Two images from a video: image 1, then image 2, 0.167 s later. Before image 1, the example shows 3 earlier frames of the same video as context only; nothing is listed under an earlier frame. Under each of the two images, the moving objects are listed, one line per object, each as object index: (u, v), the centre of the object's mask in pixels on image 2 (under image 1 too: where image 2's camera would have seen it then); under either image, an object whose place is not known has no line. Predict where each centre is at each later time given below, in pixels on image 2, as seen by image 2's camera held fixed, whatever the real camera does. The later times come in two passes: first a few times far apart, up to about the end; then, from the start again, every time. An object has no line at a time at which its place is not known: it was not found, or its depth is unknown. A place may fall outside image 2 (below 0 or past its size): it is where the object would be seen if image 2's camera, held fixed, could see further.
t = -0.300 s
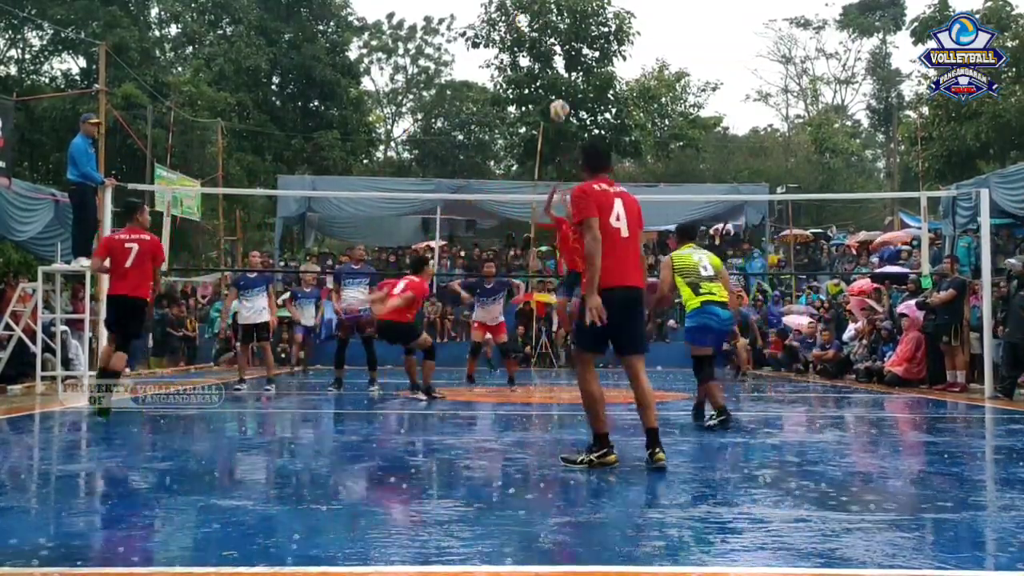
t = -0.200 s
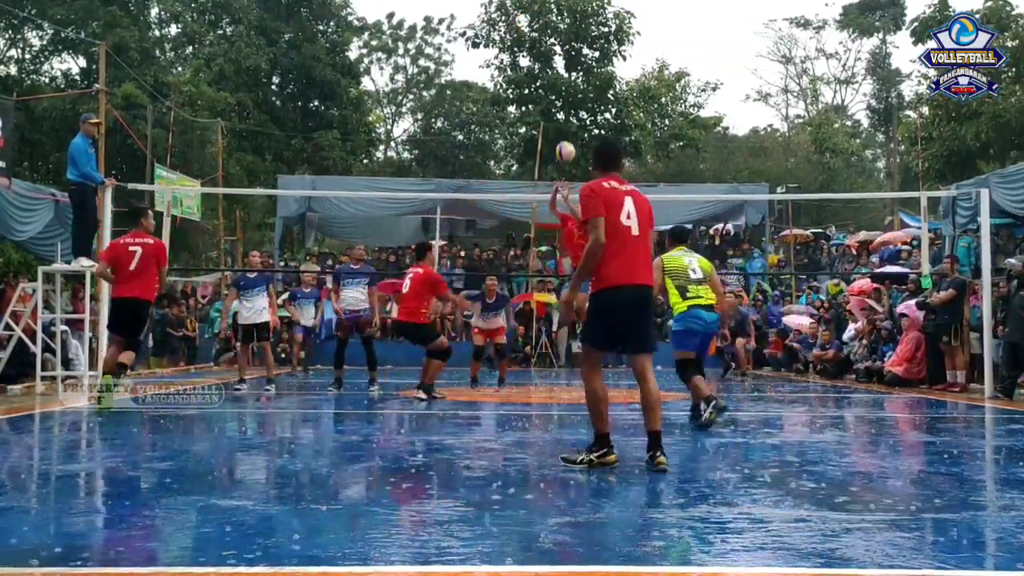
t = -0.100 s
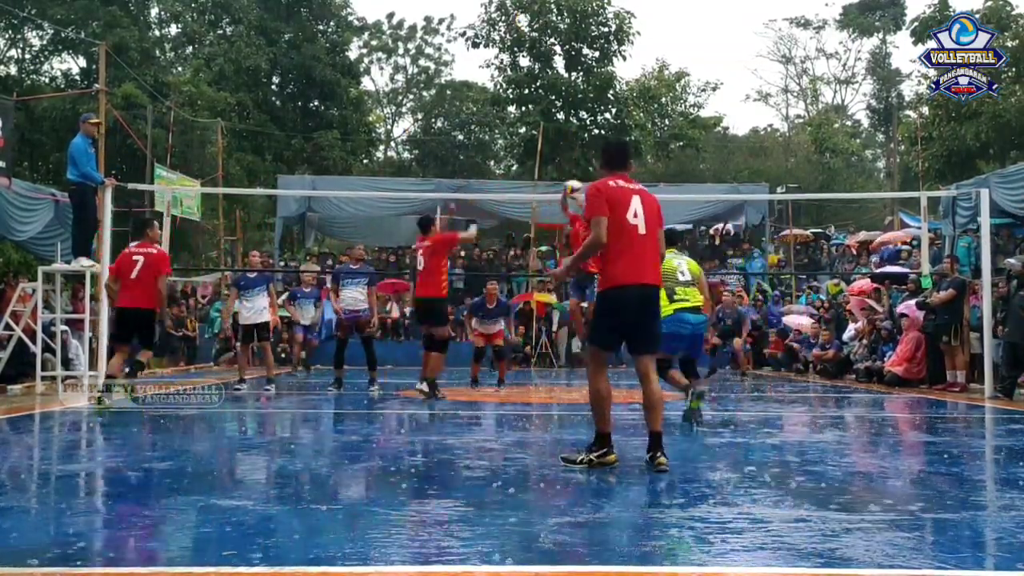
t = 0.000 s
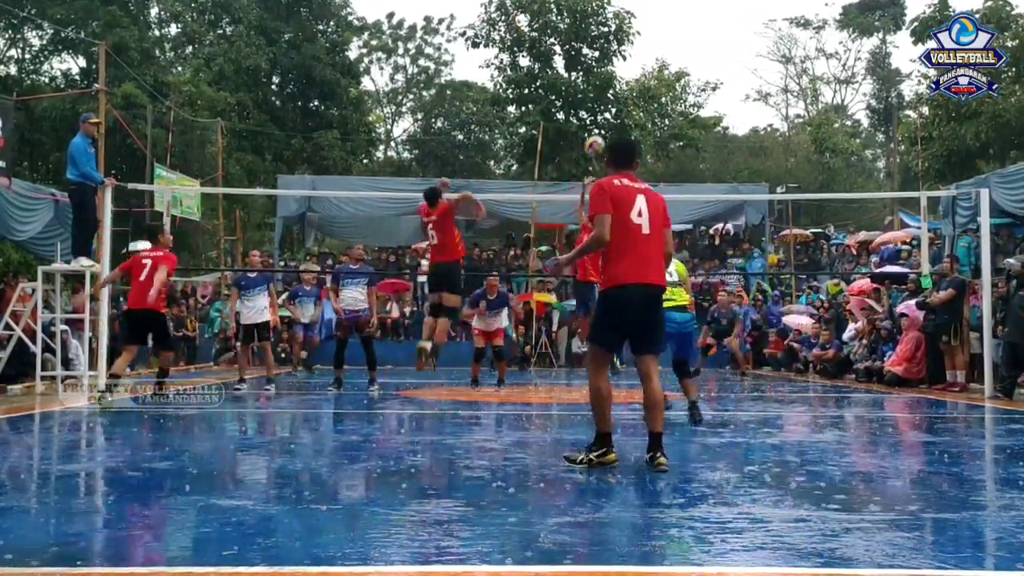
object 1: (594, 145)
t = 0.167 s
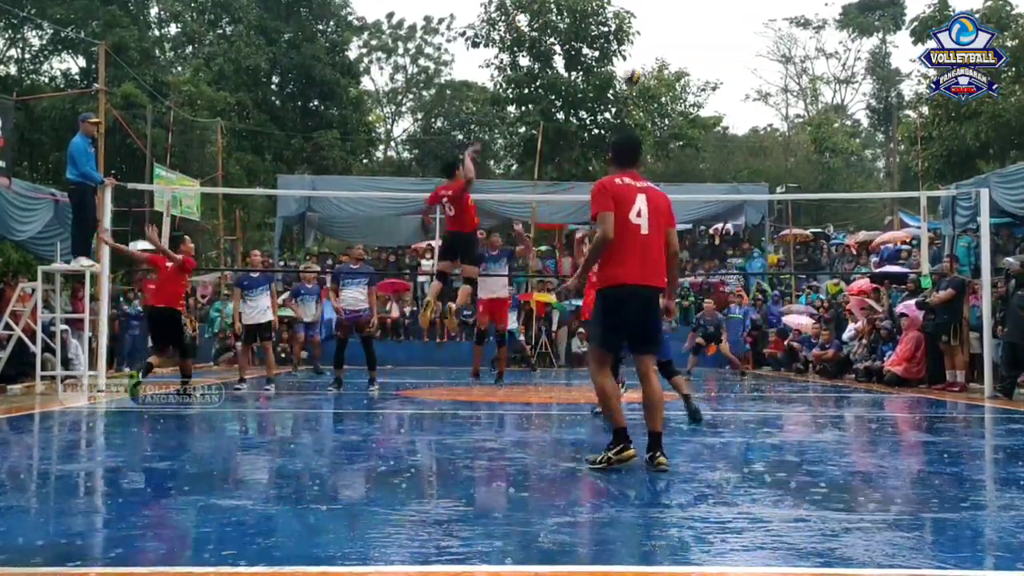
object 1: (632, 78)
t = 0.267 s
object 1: (654, 47)
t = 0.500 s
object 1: (707, 11)
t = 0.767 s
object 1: (769, 31)
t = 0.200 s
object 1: (639, 67)
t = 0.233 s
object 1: (646, 57)
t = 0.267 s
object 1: (654, 47)
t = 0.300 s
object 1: (661, 39)
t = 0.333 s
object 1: (669, 32)
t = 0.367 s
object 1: (677, 26)
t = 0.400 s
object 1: (684, 21)
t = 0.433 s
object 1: (692, 16)
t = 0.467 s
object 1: (699, 13)
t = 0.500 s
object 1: (707, 11)
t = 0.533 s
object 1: (714, 11)
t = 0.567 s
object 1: (722, 10)
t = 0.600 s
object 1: (730, 11)
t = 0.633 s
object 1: (737, 13)
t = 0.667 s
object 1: (745, 16)
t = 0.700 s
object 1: (753, 20)
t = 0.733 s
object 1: (761, 25)
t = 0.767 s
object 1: (769, 31)
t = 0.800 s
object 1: (776, 38)
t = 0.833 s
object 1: (784, 47)
